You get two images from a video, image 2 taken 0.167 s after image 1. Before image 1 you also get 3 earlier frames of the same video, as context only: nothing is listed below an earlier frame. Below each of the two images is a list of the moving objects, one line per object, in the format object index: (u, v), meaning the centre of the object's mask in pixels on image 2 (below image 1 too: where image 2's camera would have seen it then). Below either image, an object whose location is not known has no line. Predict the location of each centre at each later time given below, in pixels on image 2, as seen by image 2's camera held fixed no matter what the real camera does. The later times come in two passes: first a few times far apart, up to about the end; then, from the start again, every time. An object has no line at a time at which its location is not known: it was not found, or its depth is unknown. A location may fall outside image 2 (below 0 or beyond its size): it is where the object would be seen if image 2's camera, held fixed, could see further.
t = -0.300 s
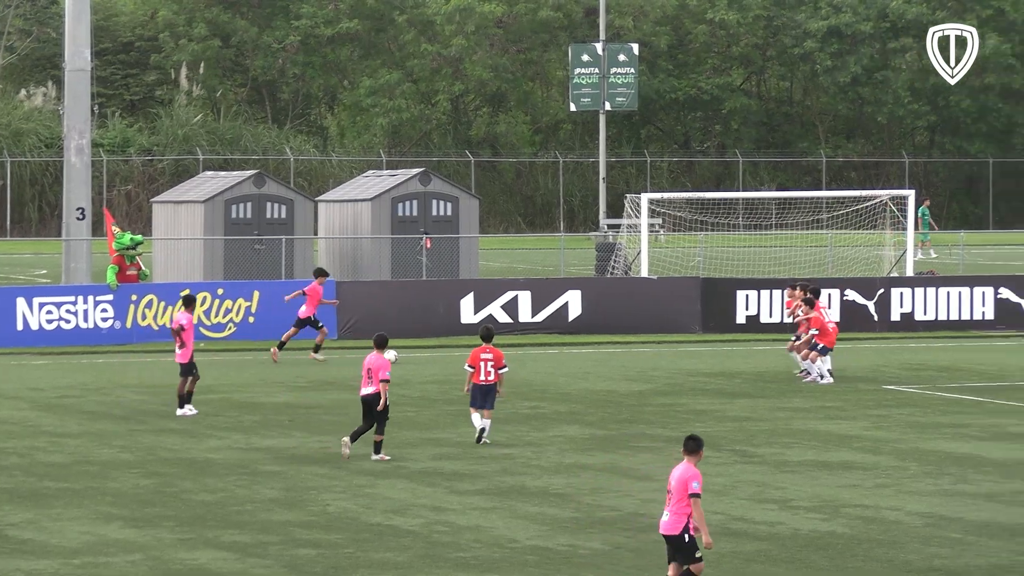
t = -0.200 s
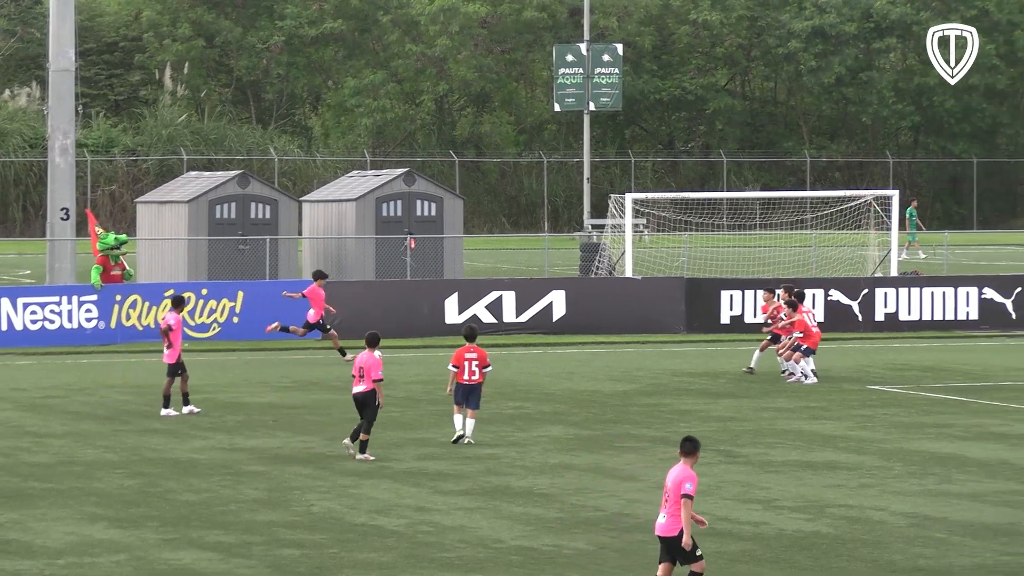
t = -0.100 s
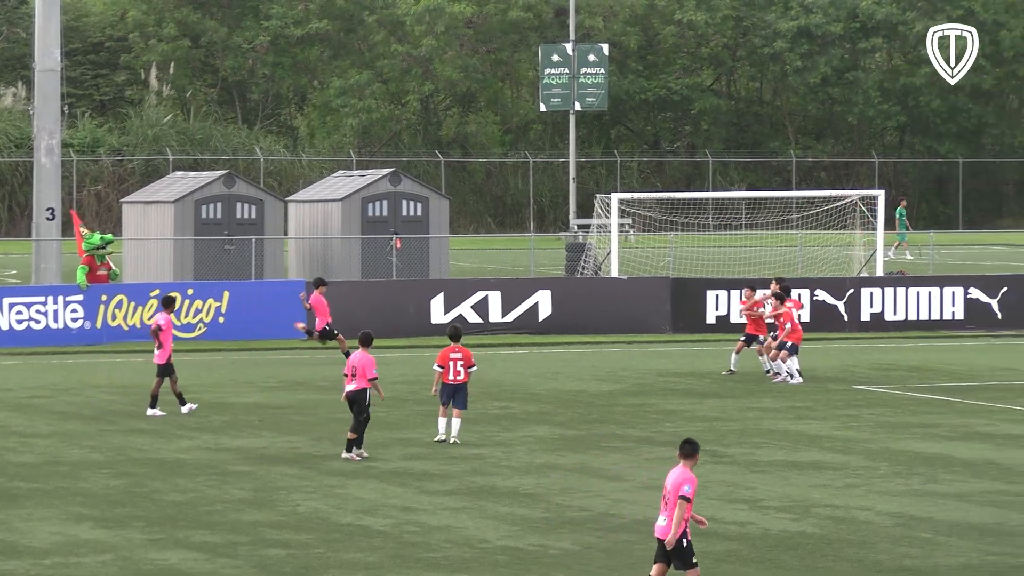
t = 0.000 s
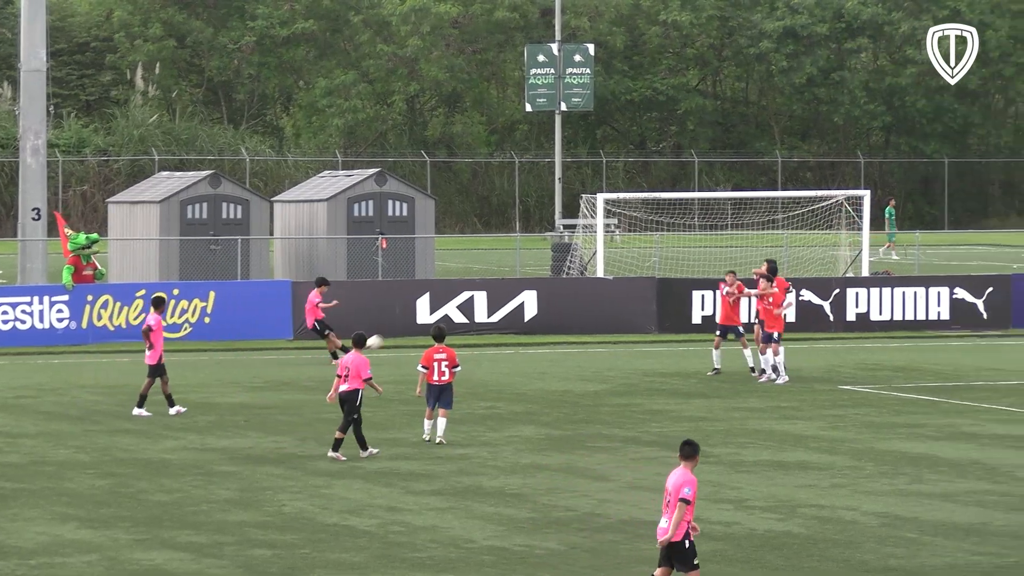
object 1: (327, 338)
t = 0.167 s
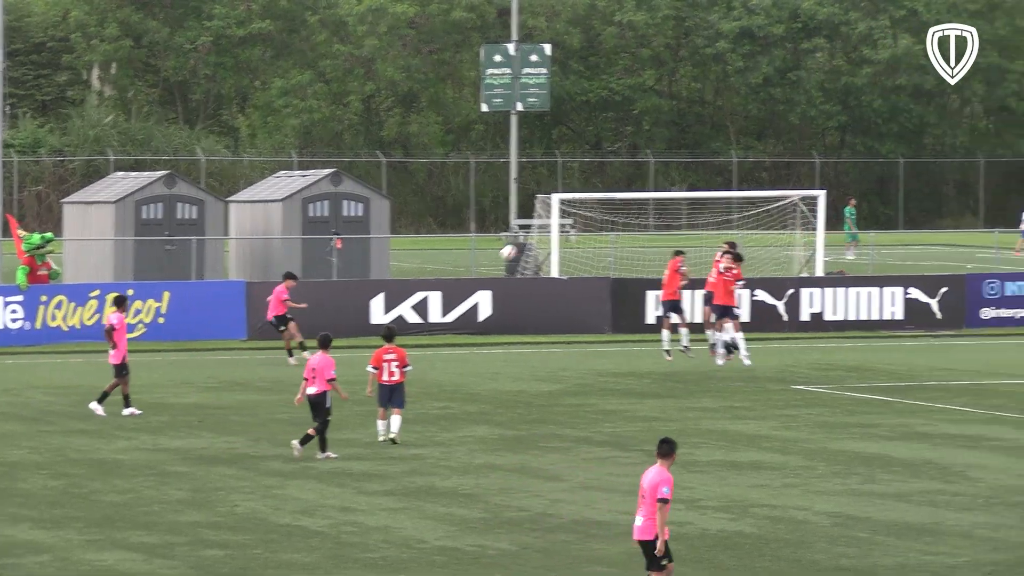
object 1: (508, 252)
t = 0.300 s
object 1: (652, 187)
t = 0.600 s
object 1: (983, 57)
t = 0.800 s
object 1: (1207, -21)
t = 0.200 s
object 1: (544, 236)
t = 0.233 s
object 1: (579, 220)
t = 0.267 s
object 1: (615, 204)
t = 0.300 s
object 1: (652, 187)
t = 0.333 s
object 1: (687, 172)
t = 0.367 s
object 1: (723, 158)
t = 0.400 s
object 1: (759, 142)
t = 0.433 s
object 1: (795, 128)
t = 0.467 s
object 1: (832, 113)
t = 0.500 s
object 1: (868, 99)
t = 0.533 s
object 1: (906, 85)
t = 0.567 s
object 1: (944, 71)
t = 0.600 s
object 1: (983, 57)
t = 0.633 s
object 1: (1022, 44)
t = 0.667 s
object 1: (1062, 30)
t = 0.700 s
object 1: (1098, 16)
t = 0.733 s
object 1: (1134, 2)
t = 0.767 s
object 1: (1170, -9)
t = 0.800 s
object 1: (1207, -21)
